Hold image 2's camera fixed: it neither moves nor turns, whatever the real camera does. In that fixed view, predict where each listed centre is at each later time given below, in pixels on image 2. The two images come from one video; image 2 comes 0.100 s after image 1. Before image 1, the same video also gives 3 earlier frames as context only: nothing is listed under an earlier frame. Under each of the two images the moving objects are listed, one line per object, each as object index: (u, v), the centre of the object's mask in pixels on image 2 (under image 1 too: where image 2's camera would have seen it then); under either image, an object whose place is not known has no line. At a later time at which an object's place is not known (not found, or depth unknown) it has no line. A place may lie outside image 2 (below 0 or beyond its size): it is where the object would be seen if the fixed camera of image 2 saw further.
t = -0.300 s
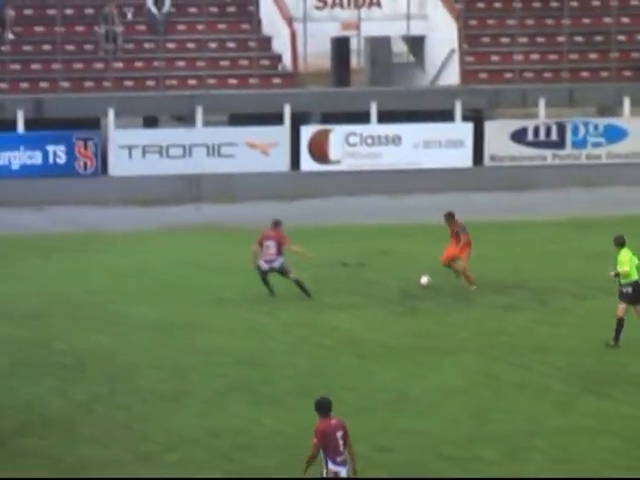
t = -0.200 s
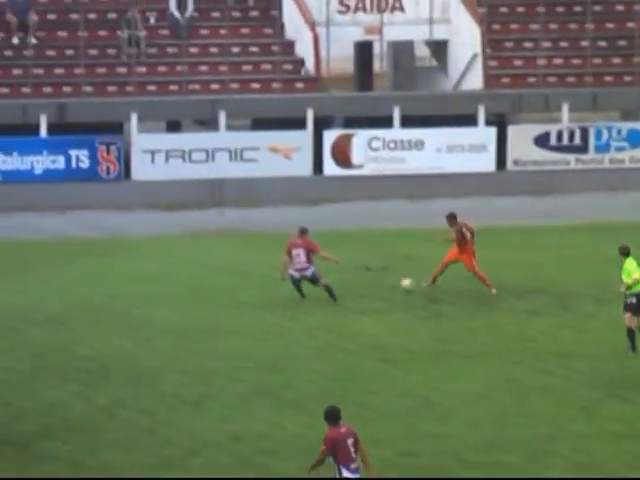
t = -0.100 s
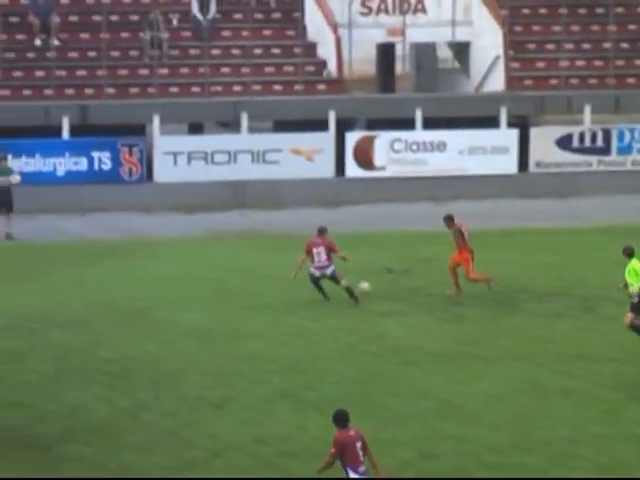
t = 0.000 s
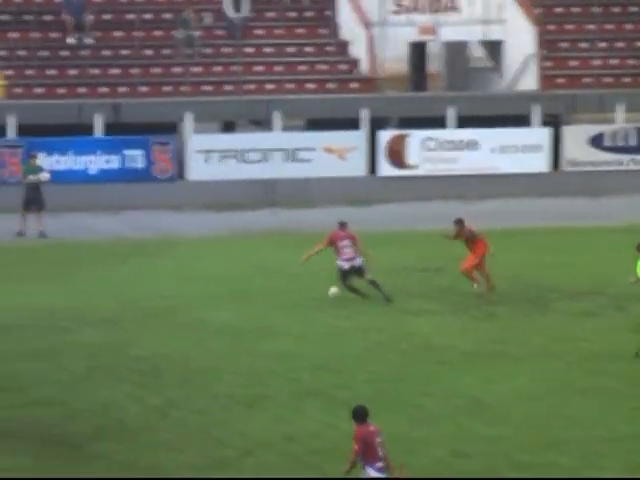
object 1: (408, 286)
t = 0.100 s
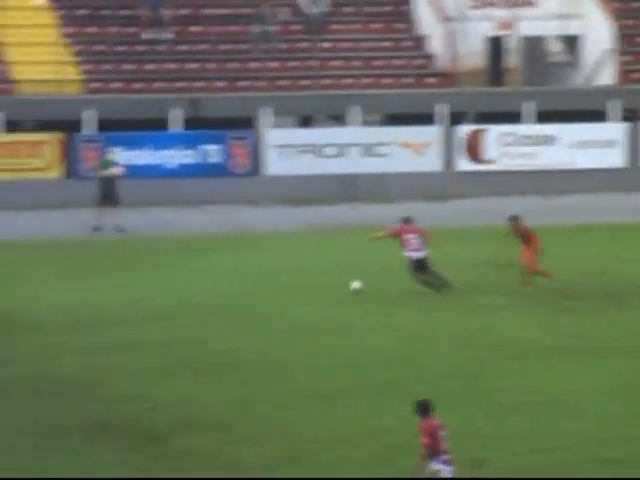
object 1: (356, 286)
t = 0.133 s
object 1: (342, 286)
